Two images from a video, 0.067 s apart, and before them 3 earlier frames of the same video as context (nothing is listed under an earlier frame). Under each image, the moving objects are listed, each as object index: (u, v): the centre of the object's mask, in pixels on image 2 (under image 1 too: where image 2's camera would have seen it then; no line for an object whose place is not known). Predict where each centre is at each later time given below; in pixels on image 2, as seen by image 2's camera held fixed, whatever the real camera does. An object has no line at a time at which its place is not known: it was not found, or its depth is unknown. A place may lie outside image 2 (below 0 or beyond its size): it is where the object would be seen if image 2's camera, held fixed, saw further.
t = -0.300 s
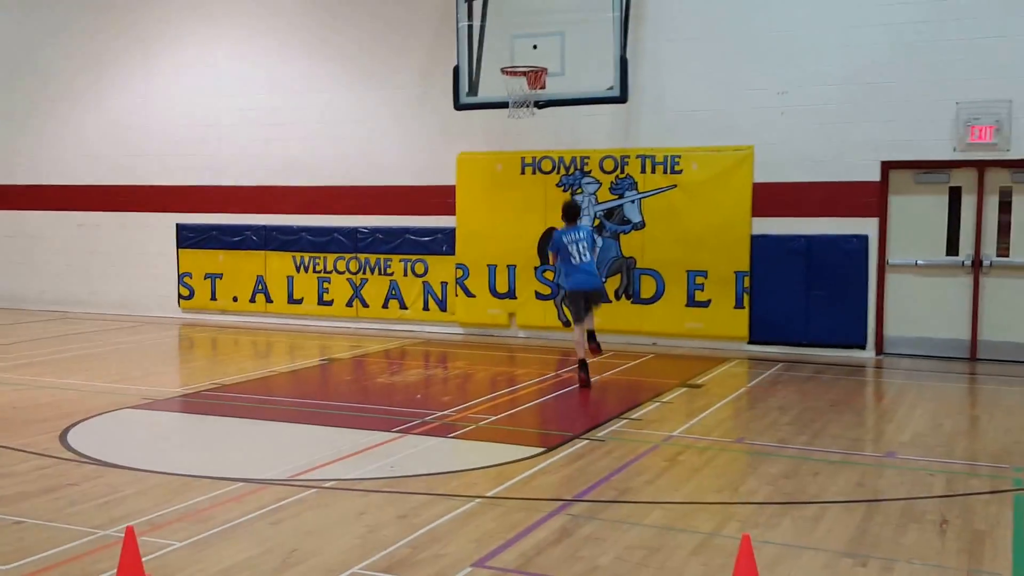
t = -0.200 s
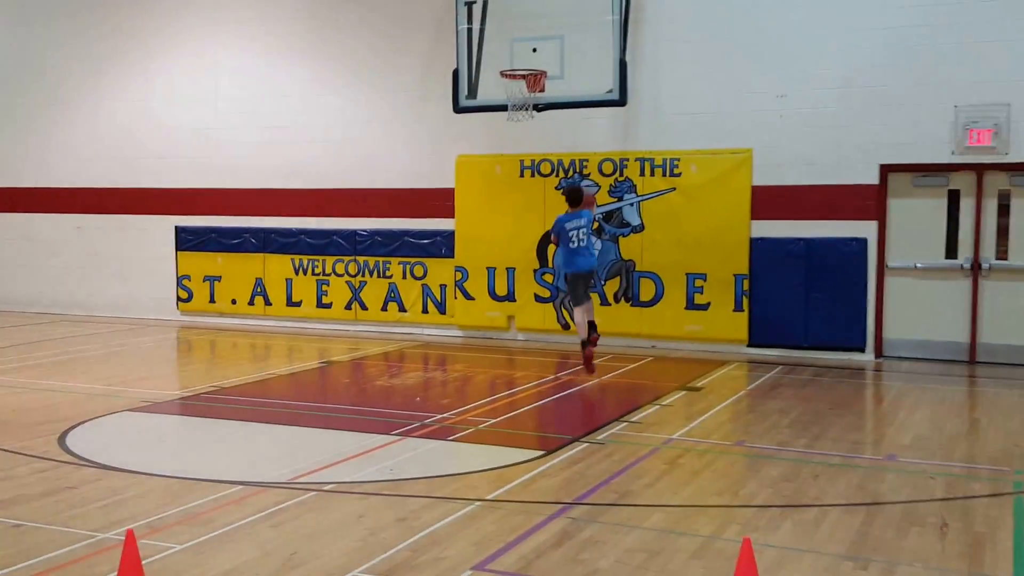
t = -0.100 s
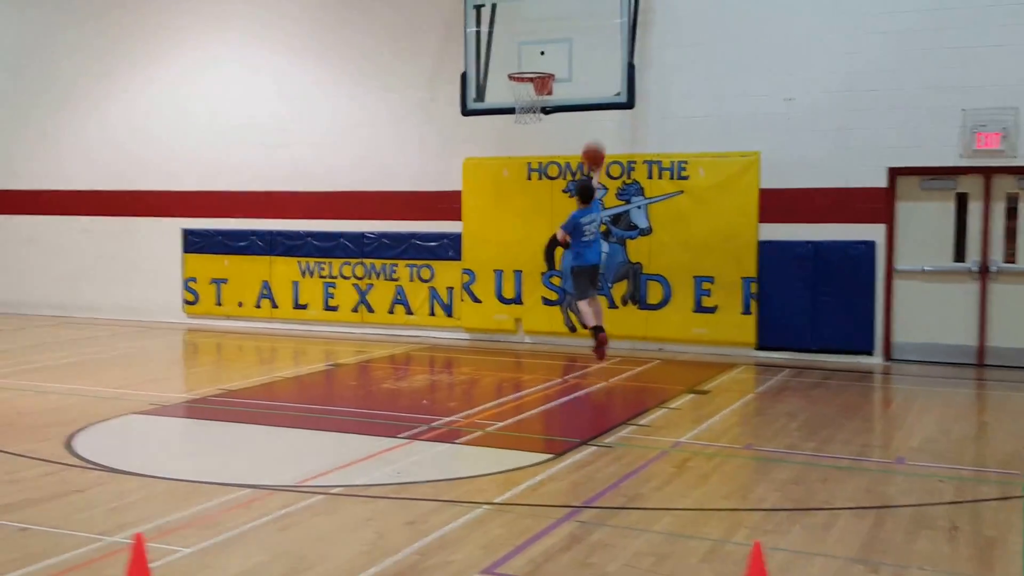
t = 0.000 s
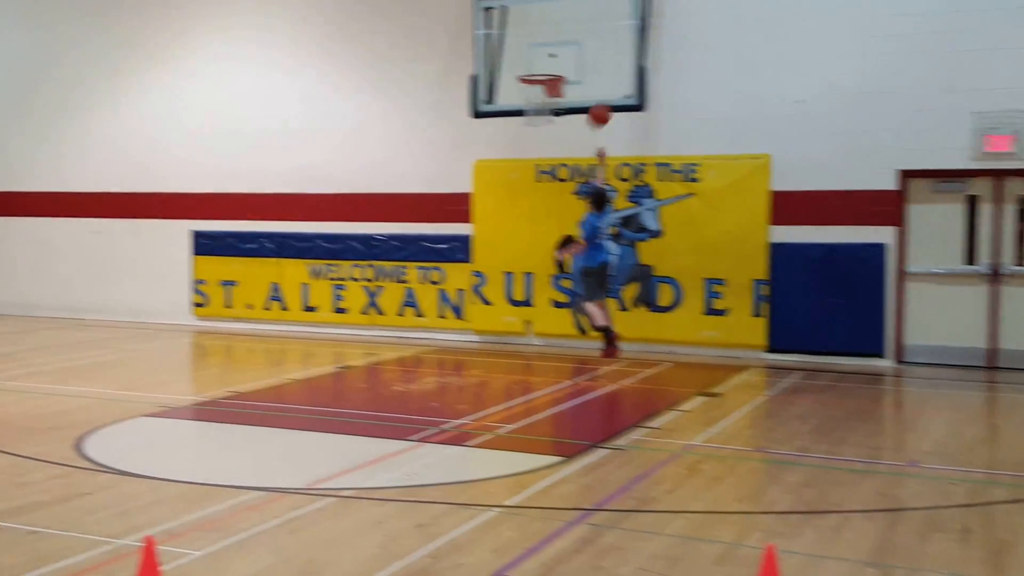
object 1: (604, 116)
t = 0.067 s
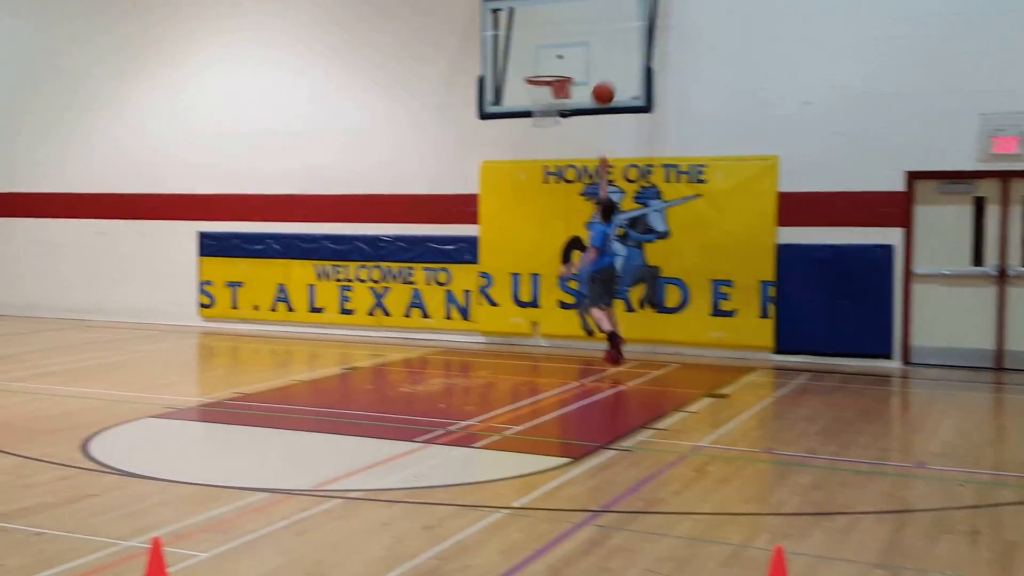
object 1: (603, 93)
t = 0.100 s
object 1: (602, 84)
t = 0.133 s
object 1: (602, 76)
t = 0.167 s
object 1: (601, 69)
